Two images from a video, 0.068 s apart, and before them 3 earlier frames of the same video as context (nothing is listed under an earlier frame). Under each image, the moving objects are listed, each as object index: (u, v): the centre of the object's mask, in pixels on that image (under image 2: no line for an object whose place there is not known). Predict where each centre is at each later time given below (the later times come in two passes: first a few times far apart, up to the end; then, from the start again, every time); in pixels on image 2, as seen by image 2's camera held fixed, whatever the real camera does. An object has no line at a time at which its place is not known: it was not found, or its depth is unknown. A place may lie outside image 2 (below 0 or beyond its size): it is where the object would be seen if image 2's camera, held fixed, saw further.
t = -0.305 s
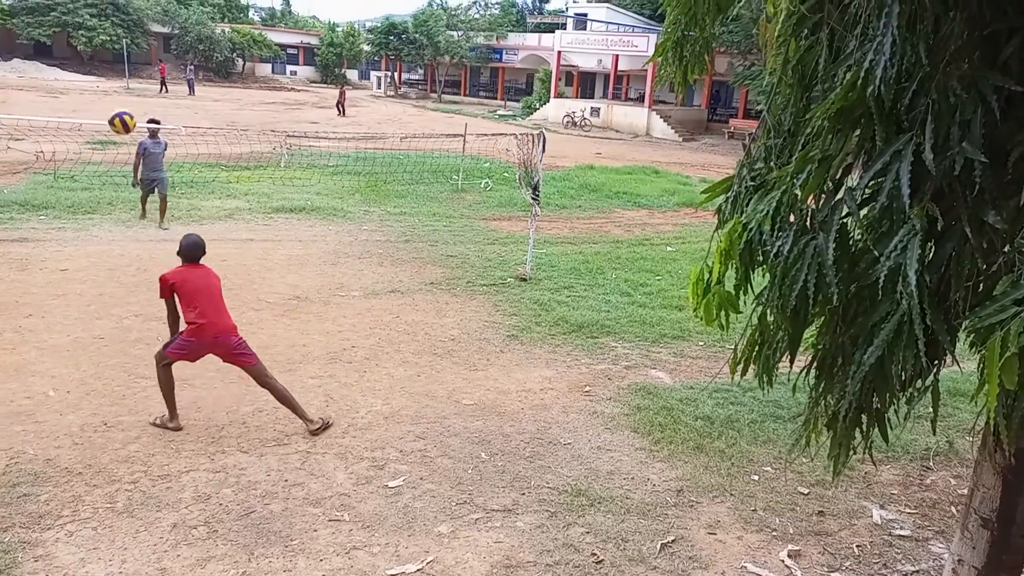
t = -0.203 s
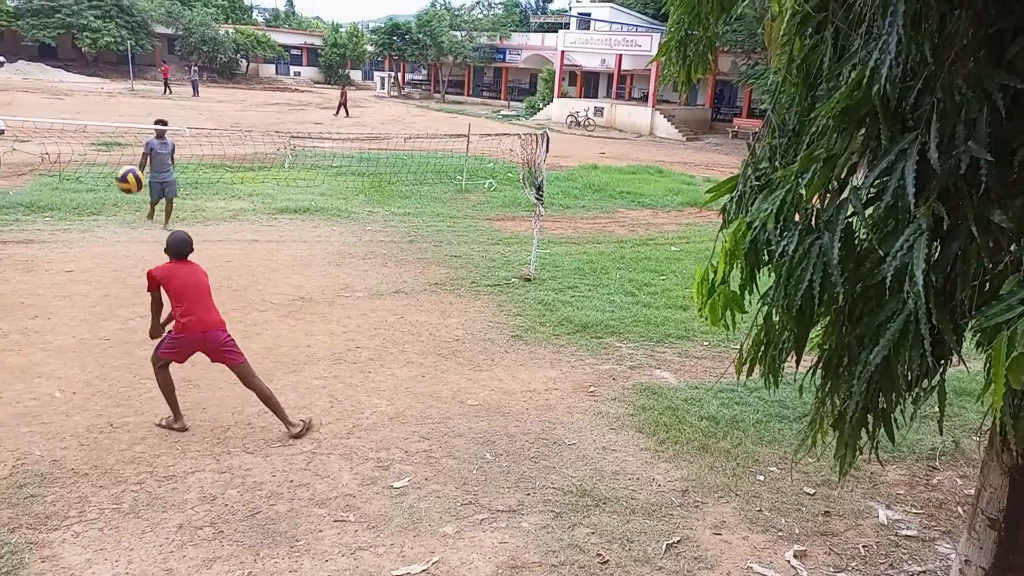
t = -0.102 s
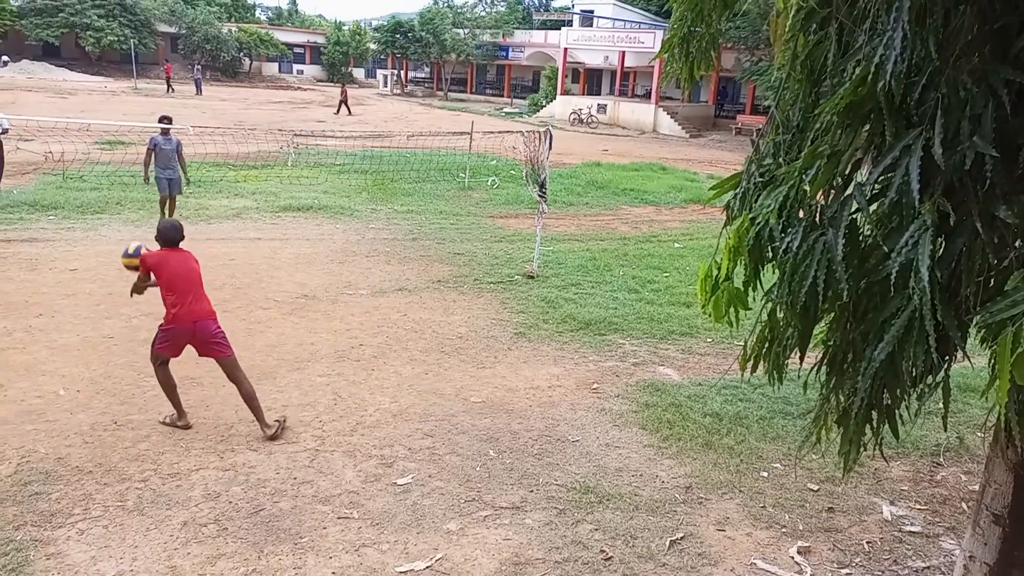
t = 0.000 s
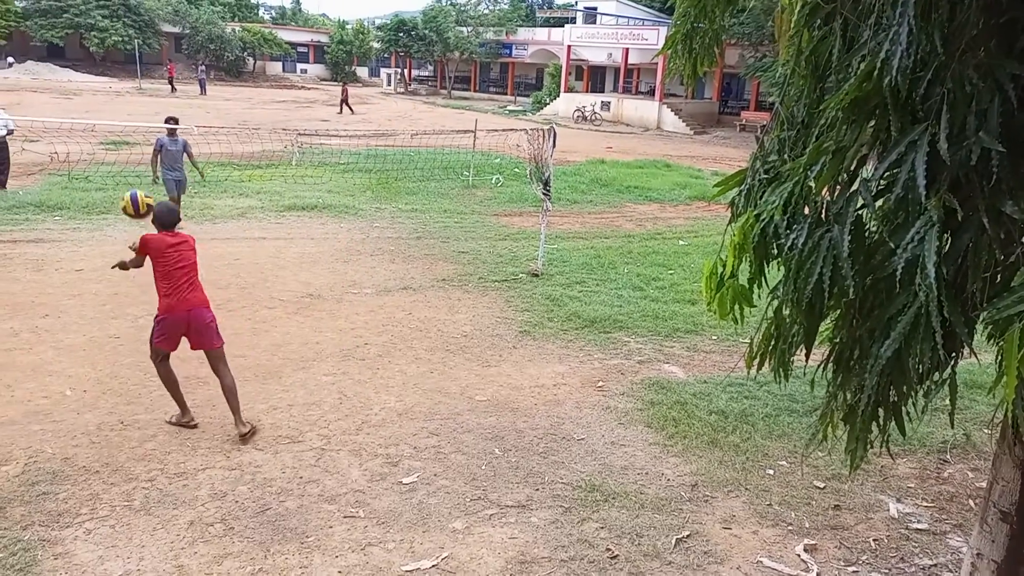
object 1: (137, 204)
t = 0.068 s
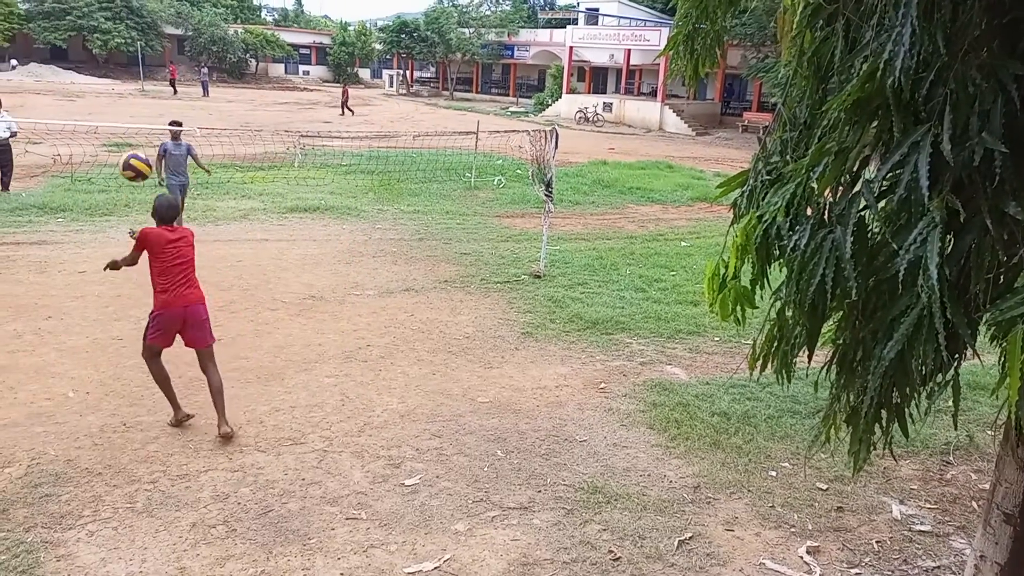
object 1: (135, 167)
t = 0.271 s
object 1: (124, 74)
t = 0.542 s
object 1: (118, 39)
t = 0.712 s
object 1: (118, 81)
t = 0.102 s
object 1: (133, 149)
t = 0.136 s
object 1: (131, 131)
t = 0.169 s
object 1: (129, 114)
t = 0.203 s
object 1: (127, 99)
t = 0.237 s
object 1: (126, 85)
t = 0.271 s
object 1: (124, 74)
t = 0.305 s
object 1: (123, 64)
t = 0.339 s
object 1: (121, 55)
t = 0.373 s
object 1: (120, 48)
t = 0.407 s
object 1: (120, 41)
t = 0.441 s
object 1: (119, 38)
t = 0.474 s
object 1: (119, 37)
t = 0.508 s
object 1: (118, 37)
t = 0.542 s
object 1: (118, 39)
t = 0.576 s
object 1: (116, 42)
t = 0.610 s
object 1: (116, 48)
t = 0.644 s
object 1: (117, 55)
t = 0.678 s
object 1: (117, 67)
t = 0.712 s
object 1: (118, 81)
